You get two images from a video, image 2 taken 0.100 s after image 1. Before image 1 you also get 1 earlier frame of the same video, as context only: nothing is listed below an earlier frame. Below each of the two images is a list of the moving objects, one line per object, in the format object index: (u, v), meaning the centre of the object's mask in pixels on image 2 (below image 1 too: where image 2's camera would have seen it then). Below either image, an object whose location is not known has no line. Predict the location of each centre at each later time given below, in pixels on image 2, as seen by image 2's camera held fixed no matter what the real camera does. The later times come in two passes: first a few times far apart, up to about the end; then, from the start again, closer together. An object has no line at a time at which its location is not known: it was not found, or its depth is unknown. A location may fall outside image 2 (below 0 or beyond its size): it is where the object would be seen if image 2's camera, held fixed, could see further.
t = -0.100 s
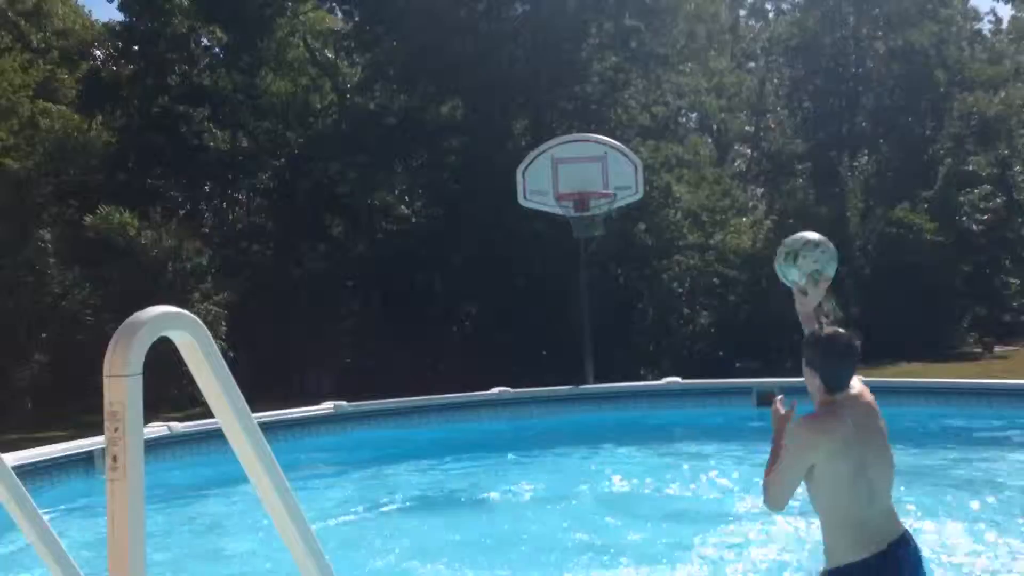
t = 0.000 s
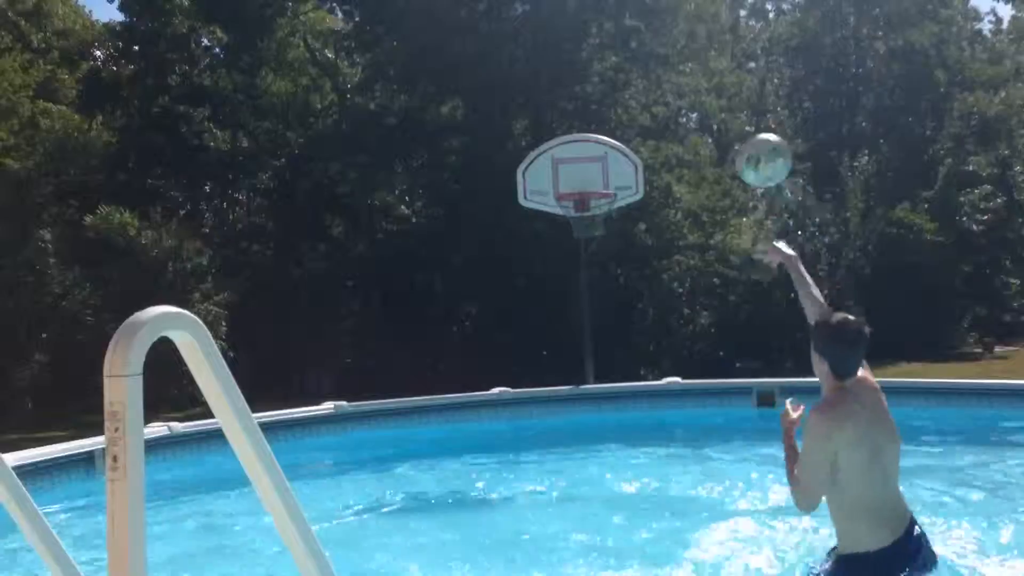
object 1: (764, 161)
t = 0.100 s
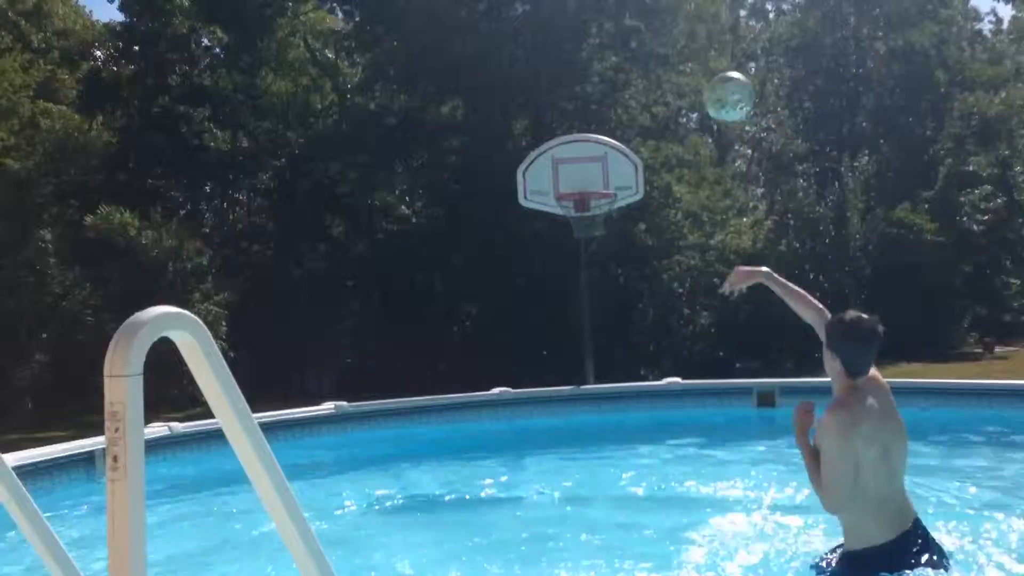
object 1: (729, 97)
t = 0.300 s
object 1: (674, 49)
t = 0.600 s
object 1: (619, 105)
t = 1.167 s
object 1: (579, 204)
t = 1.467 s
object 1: (594, 251)
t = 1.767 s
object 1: (623, 382)
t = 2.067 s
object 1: (633, 401)
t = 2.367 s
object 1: (644, 386)
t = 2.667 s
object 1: (651, 406)
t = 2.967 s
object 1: (651, 401)
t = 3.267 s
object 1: (653, 403)
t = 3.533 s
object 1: (655, 400)
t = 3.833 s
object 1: (657, 401)
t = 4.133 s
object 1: (657, 400)
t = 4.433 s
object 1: (659, 400)
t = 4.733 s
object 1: (661, 401)
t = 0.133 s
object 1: (718, 83)
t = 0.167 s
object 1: (708, 71)
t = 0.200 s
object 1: (698, 62)
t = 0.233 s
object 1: (691, 56)
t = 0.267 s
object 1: (681, 51)
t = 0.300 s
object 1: (674, 49)
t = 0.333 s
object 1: (667, 49)
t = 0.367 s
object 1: (659, 50)
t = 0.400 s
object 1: (653, 54)
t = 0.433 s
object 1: (645, 59)
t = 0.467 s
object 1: (639, 65)
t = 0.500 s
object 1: (633, 74)
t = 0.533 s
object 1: (628, 83)
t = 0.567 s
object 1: (623, 93)
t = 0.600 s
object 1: (619, 105)
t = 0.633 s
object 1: (614, 118)
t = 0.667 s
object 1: (610, 130)
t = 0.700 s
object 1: (605, 143)
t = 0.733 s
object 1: (603, 162)
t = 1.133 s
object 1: (580, 190)
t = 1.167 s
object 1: (579, 204)
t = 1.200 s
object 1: (579, 206)
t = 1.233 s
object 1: (578, 215)
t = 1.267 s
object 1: (578, 225)
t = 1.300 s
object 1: (579, 228)
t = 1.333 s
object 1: (581, 233)
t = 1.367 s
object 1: (584, 234)
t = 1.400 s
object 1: (588, 237)
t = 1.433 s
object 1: (591, 244)
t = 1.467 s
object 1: (594, 251)
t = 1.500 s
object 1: (597, 260)
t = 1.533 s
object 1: (600, 270)
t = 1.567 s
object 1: (603, 282)
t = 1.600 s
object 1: (606, 295)
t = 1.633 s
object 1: (609, 310)
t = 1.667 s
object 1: (613, 326)
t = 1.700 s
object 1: (616, 343)
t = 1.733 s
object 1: (620, 362)
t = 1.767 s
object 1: (623, 382)
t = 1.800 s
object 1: (627, 403)
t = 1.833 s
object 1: (627, 407)
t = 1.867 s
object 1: (626, 408)
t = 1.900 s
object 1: (632, 410)
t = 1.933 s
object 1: (630, 412)
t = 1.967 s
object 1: (630, 411)
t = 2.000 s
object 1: (630, 410)
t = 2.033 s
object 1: (630, 407)
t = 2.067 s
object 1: (633, 401)
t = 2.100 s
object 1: (633, 394)
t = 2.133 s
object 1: (635, 390)
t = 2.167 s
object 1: (635, 386)
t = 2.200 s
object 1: (638, 380)
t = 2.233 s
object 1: (638, 379)
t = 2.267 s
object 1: (642, 376)
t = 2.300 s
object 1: (643, 377)
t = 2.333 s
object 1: (641, 380)
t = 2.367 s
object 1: (644, 386)
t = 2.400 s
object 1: (645, 393)
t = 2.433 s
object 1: (645, 397)
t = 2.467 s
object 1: (647, 400)
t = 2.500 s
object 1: (650, 400)
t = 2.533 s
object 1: (650, 403)
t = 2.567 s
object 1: (651, 404)
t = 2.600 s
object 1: (651, 406)
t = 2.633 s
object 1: (651, 406)
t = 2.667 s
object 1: (651, 406)
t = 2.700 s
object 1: (651, 406)
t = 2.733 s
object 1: (651, 404)
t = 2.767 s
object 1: (651, 402)
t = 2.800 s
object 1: (651, 402)
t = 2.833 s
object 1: (651, 401)
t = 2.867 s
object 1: (651, 401)
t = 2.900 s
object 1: (650, 401)
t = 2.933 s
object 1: (651, 401)
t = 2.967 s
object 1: (651, 401)
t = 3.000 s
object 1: (651, 403)
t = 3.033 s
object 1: (651, 404)
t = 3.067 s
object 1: (651, 404)
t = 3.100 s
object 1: (652, 404)
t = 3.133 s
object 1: (652, 404)
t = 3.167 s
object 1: (652, 404)
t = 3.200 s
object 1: (652, 404)
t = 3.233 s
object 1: (652, 403)
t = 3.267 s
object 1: (653, 403)
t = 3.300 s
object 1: (653, 403)
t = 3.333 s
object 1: (654, 402)
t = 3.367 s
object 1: (654, 402)
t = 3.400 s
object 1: (654, 400)
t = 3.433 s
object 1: (654, 400)
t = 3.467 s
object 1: (654, 400)
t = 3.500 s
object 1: (654, 400)
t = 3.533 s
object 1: (655, 400)
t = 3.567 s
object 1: (655, 400)
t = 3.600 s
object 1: (656, 400)
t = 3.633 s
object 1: (656, 400)
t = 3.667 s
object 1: (656, 401)
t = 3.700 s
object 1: (656, 401)
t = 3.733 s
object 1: (656, 401)
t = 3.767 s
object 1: (657, 401)
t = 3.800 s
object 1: (657, 401)
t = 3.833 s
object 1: (657, 401)
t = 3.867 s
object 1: (658, 401)
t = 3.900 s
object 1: (658, 401)
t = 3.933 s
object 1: (658, 400)
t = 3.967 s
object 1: (658, 400)
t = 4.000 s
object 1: (658, 400)
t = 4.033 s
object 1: (658, 400)
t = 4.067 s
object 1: (658, 400)
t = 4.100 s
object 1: (658, 400)
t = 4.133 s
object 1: (657, 400)
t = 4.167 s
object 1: (657, 400)
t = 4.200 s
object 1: (657, 400)
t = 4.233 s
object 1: (658, 400)
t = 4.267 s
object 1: (658, 400)
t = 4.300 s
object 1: (658, 399)
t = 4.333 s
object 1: (658, 399)
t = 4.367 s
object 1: (658, 400)
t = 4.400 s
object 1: (658, 400)
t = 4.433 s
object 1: (659, 400)
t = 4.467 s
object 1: (659, 401)
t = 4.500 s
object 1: (659, 400)
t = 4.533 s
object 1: (659, 400)
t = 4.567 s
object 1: (660, 400)
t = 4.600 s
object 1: (660, 400)
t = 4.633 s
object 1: (660, 401)
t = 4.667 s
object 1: (661, 402)
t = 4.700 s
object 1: (661, 402)
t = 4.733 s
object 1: (661, 401)
